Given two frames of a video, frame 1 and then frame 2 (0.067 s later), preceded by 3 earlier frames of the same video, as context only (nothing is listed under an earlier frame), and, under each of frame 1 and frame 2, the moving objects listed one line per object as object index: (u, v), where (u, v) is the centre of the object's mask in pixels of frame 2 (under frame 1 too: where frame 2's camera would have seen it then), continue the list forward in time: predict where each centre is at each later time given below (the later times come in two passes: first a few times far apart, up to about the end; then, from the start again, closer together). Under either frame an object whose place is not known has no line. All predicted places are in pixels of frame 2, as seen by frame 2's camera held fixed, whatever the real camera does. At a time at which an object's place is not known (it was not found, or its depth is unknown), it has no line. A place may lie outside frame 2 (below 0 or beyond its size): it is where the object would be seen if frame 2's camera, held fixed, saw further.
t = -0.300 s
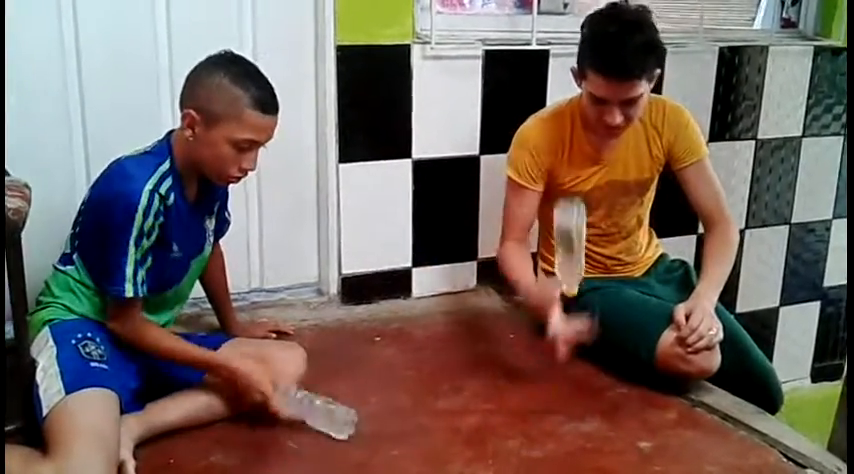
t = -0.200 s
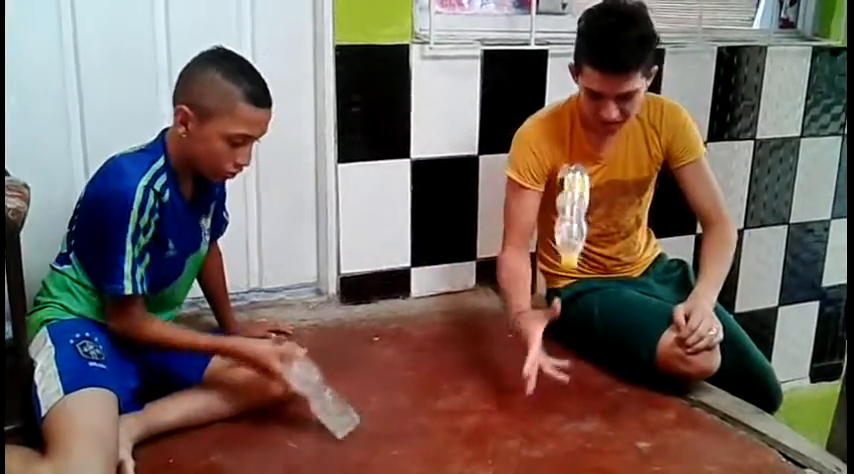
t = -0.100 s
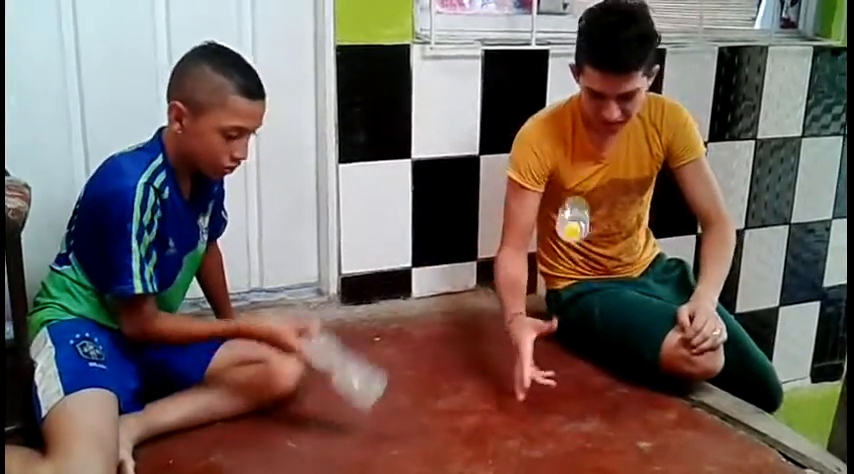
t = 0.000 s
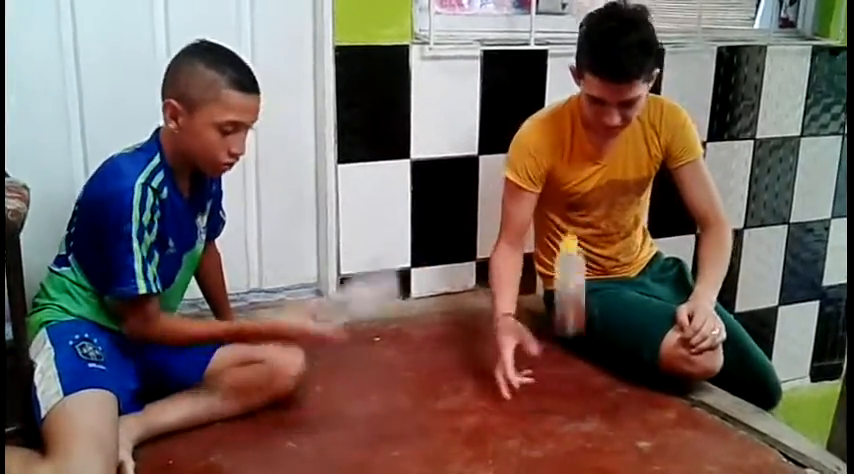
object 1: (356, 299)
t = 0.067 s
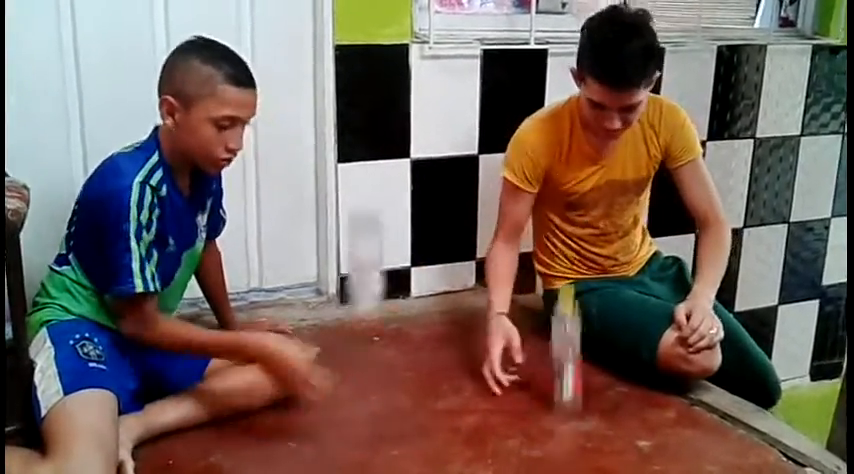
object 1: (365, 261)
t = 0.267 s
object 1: (369, 260)
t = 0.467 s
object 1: (349, 421)
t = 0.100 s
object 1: (369, 250)
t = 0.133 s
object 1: (370, 240)
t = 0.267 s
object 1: (369, 260)
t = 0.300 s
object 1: (367, 283)
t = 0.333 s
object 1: (363, 312)
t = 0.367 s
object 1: (360, 347)
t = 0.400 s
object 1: (356, 387)
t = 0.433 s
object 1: (350, 421)
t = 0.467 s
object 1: (349, 421)
